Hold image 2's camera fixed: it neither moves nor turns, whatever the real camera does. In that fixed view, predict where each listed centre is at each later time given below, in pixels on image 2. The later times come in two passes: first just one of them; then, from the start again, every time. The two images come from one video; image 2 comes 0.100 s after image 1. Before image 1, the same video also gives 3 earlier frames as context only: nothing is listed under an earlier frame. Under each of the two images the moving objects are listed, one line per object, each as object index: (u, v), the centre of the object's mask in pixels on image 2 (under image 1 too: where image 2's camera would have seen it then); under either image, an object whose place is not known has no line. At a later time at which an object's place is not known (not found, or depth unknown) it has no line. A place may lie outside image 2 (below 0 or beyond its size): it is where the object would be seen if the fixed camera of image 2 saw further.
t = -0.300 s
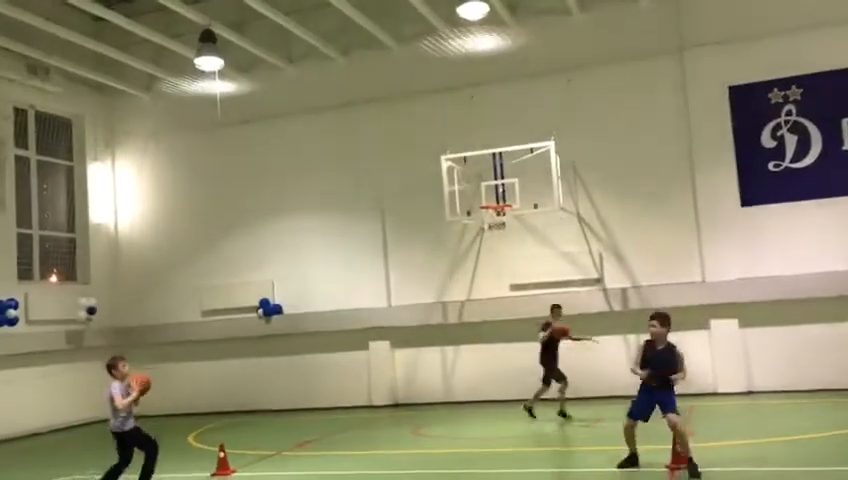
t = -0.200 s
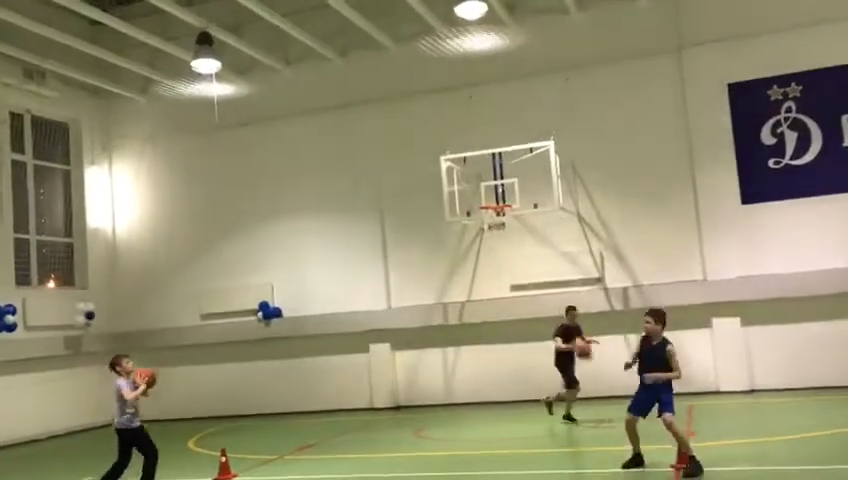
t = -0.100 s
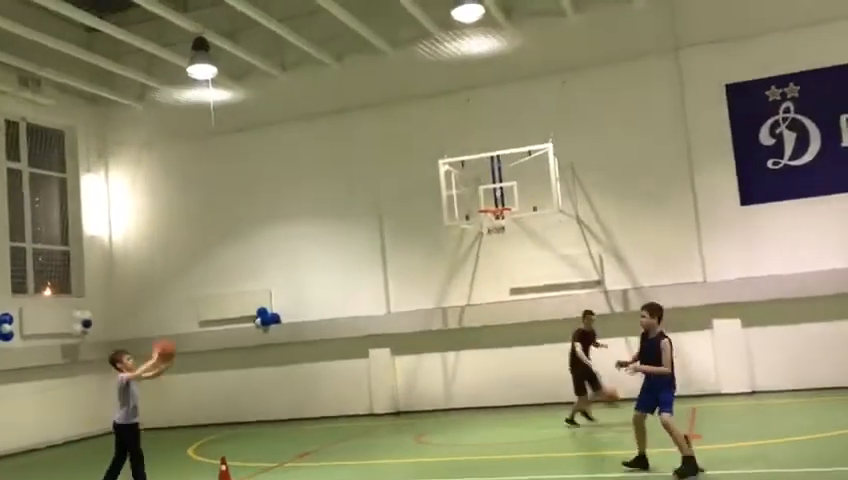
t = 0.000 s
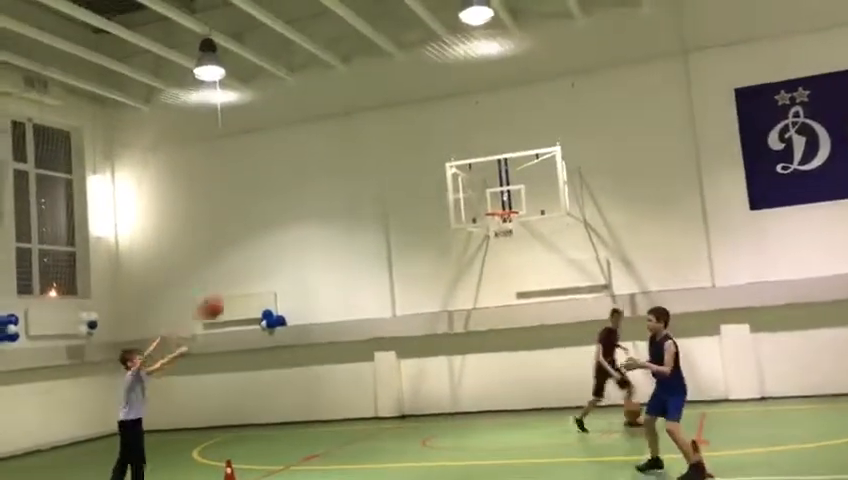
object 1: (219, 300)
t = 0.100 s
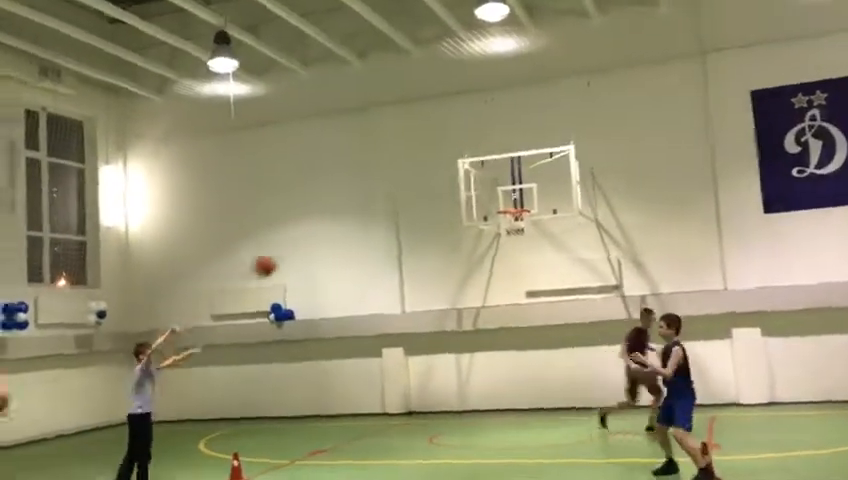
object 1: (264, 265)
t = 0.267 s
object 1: (337, 230)
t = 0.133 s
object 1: (280, 256)
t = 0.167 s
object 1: (294, 248)
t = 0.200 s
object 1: (308, 241)
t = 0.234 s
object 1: (323, 235)
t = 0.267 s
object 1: (337, 230)
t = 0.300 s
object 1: (351, 226)
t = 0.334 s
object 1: (366, 223)
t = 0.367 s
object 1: (381, 221)
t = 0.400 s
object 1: (396, 220)
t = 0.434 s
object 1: (412, 219)
